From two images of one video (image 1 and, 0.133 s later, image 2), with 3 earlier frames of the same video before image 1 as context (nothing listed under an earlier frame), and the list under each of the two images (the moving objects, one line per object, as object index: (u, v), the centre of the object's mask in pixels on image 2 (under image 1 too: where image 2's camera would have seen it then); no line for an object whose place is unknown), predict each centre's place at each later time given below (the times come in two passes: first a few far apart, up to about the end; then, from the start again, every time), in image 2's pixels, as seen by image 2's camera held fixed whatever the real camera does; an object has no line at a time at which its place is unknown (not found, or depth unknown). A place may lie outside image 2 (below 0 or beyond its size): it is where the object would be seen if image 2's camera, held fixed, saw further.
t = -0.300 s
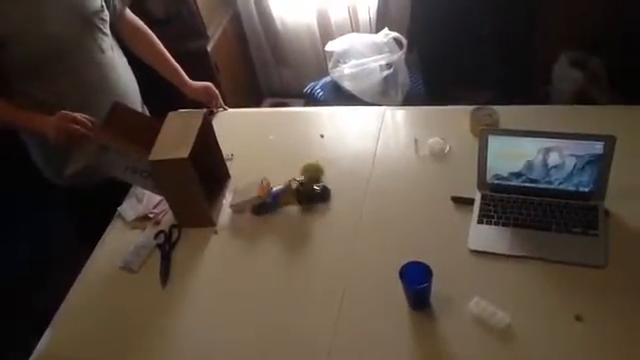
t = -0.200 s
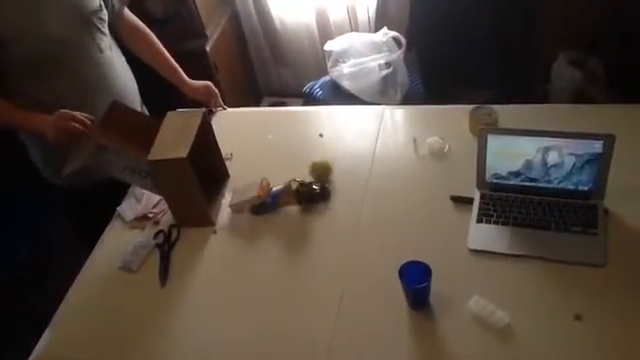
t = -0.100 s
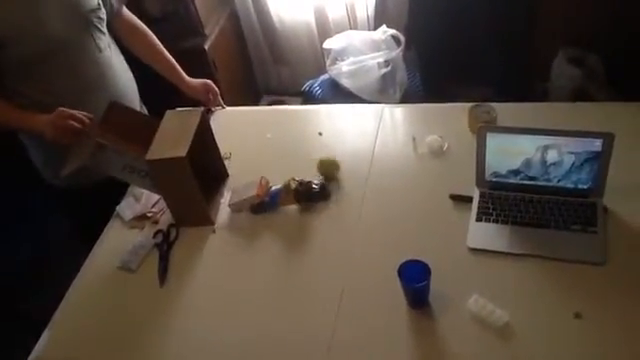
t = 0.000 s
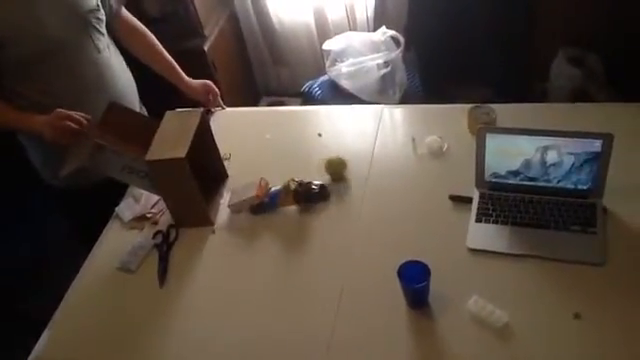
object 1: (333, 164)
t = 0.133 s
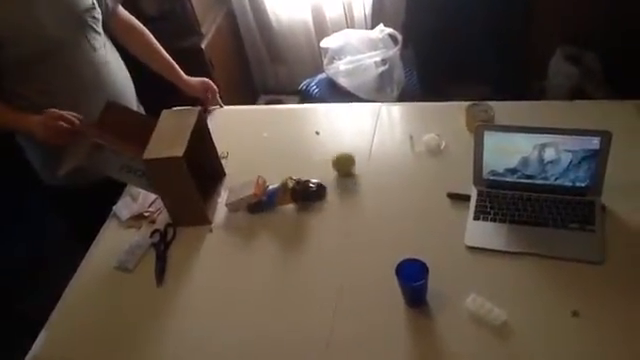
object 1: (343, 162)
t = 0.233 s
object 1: (350, 161)
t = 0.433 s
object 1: (361, 159)
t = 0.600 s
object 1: (369, 160)
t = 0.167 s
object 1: (345, 162)
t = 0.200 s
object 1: (347, 161)
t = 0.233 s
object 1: (350, 161)
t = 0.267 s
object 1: (352, 161)
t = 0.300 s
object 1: (354, 160)
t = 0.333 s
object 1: (356, 160)
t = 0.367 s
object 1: (358, 160)
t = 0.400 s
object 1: (360, 160)
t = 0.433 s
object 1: (361, 159)
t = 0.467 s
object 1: (363, 159)
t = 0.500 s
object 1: (365, 159)
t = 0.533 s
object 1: (366, 160)
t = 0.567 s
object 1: (368, 160)
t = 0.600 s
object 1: (369, 160)
